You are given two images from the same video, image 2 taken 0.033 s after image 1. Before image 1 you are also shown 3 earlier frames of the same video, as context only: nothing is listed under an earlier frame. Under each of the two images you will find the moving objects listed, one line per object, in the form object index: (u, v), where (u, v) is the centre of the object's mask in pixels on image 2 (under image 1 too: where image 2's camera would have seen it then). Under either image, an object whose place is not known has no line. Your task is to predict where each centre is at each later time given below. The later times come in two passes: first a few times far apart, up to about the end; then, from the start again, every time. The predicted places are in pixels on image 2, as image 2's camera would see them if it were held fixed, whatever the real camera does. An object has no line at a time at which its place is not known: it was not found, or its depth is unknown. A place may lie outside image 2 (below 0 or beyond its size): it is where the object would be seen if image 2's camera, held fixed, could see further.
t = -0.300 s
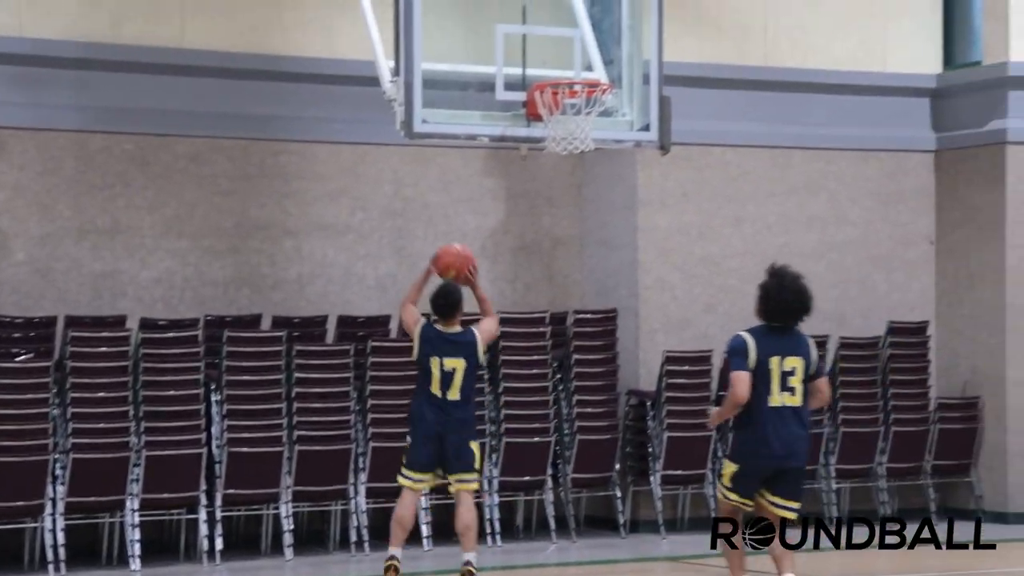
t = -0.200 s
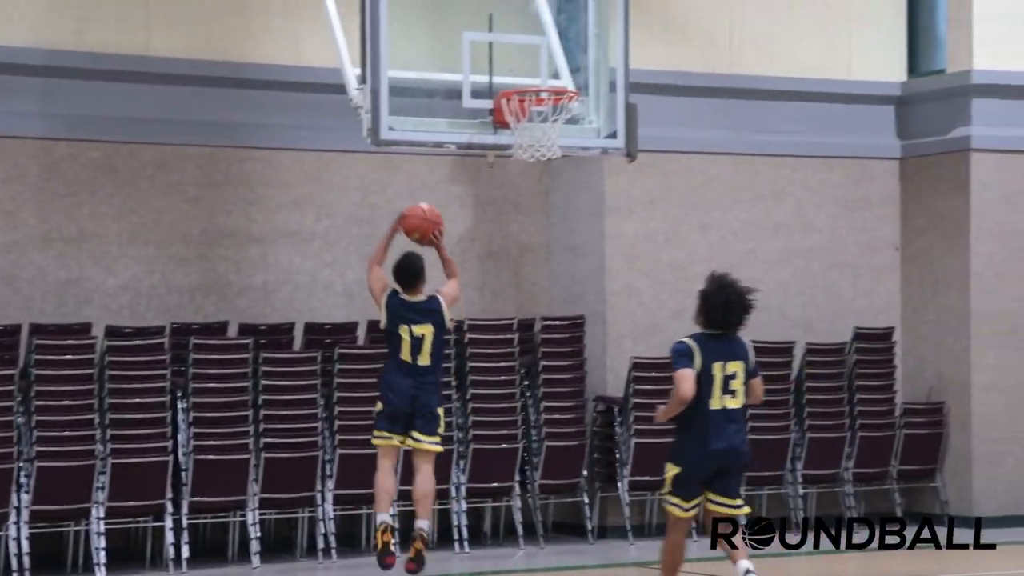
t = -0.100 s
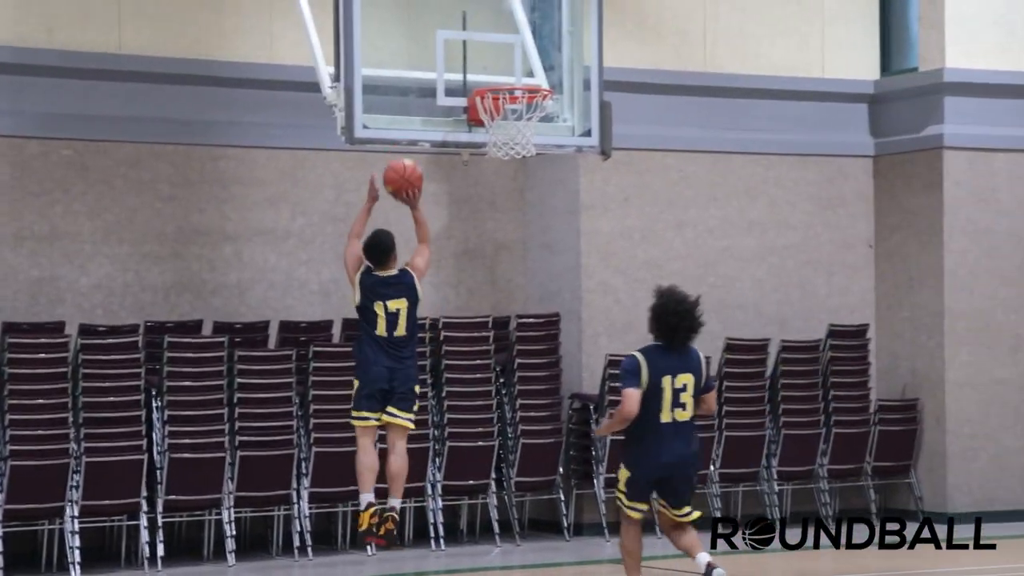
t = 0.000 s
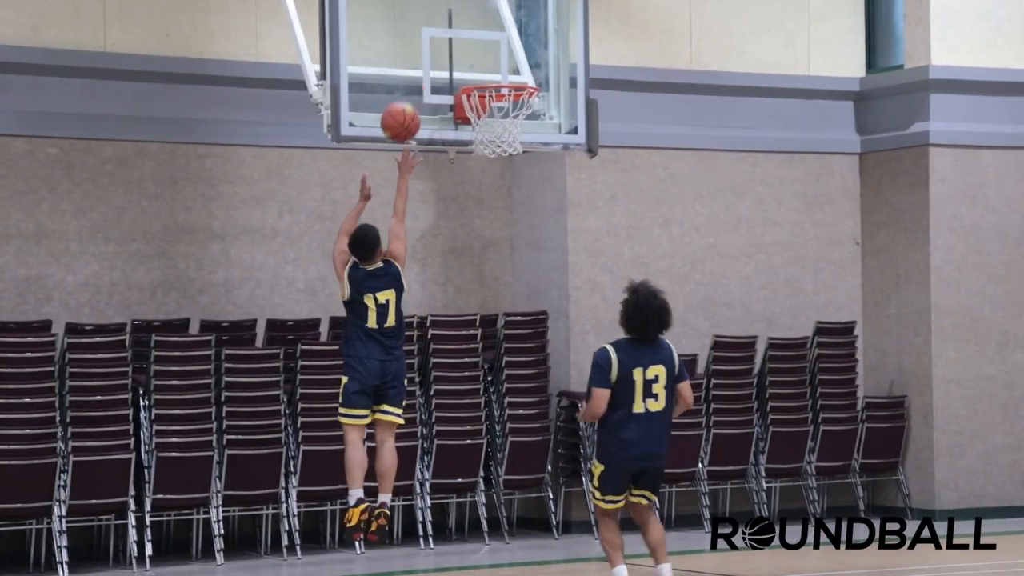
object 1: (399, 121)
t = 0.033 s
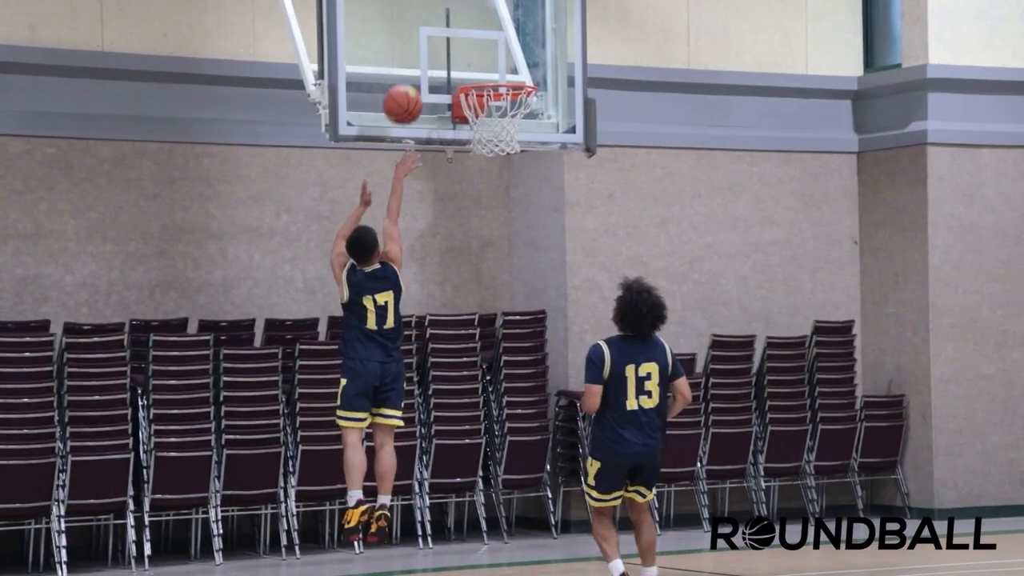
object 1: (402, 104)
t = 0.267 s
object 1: (444, 50)
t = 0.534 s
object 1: (514, 107)
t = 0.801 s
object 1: (513, 165)
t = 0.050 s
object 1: (404, 97)
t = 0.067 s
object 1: (406, 91)
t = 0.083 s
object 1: (408, 83)
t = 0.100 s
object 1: (410, 77)
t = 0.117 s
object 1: (412, 71)
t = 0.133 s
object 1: (414, 66)
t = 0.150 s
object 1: (416, 61)
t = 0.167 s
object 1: (418, 57)
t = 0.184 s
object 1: (422, 55)
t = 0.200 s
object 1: (426, 53)
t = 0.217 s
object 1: (431, 51)
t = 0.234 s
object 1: (435, 50)
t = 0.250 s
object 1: (440, 49)
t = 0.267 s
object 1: (444, 50)
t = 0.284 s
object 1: (448, 50)
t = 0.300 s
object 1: (452, 51)
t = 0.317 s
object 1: (457, 52)
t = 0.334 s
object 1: (461, 53)
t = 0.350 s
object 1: (465, 55)
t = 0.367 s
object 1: (469, 58)
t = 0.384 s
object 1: (474, 61)
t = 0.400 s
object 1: (478, 64)
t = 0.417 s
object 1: (482, 68)
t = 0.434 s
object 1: (486, 70)
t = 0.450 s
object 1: (491, 72)
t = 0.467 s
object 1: (496, 79)
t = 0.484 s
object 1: (500, 84)
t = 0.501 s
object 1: (506, 95)
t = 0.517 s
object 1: (510, 102)
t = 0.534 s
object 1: (514, 107)
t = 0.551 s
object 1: (516, 111)
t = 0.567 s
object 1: (518, 115)
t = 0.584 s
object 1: (519, 119)
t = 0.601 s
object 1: (519, 120)
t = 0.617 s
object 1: (520, 123)
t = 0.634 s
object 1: (520, 125)
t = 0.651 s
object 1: (519, 127)
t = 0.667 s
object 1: (516, 136)
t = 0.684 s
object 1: (516, 137)
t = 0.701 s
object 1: (516, 139)
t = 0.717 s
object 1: (515, 142)
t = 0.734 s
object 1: (516, 145)
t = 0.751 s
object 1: (516, 149)
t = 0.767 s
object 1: (515, 153)
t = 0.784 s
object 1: (513, 159)
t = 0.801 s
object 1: (513, 165)
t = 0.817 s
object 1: (512, 171)
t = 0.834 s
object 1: (512, 178)
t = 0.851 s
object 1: (512, 185)
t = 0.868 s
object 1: (511, 193)
